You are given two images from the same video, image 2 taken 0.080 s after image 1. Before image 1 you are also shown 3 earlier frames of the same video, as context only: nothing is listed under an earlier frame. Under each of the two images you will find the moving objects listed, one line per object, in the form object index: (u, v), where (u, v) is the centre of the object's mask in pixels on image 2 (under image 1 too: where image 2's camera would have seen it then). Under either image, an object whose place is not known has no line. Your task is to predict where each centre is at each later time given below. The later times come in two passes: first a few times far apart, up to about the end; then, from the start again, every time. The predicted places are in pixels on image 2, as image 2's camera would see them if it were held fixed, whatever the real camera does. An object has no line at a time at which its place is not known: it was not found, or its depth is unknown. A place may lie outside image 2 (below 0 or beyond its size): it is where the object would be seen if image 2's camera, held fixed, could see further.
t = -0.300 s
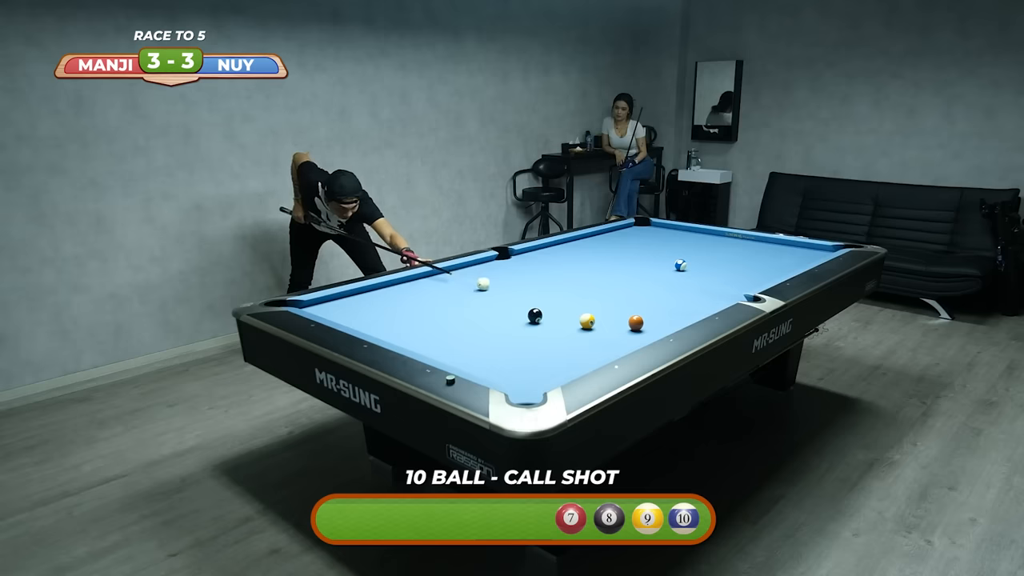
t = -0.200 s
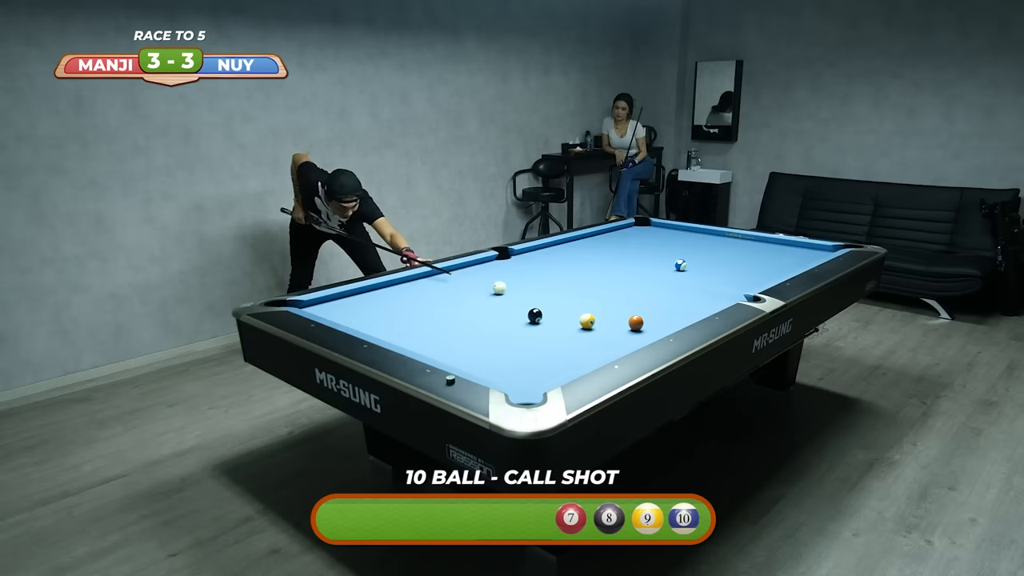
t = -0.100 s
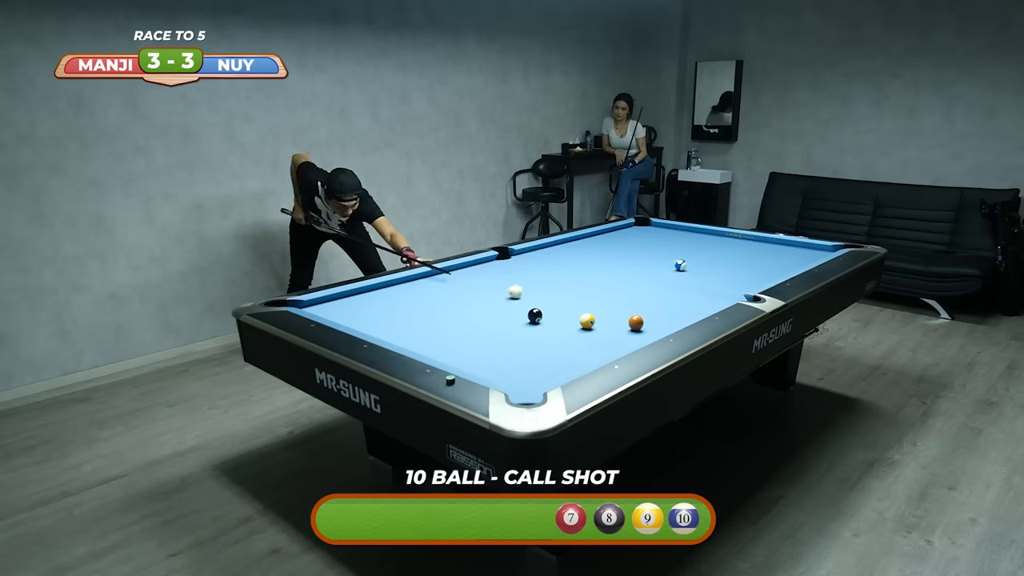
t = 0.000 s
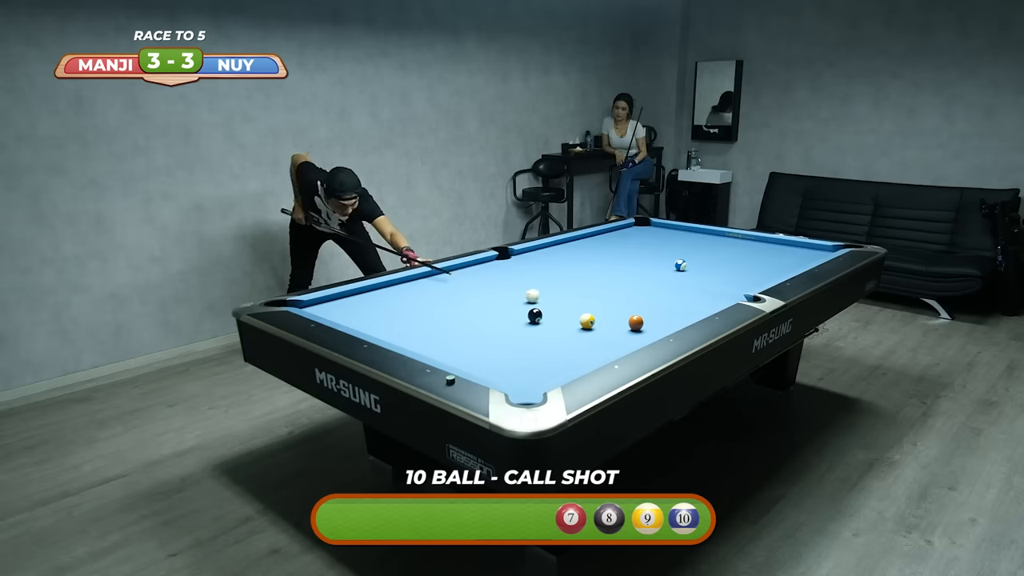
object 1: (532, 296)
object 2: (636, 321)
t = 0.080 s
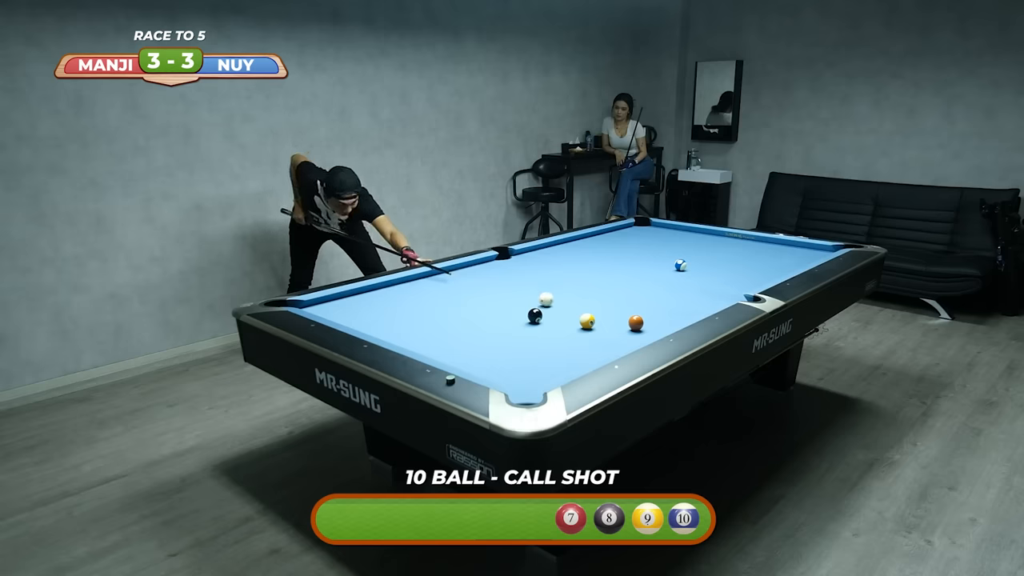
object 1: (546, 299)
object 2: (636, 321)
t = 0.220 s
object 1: (571, 305)
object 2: (636, 321)
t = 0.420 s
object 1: (609, 315)
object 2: (636, 321)
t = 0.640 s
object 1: (634, 319)
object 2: (655, 328)
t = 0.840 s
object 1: (650, 319)
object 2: (643, 328)
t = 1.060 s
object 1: (666, 320)
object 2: (626, 324)
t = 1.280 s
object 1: (677, 319)
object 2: (610, 321)
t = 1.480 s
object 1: (675, 318)
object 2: (601, 320)
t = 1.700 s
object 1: (672, 317)
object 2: (598, 318)
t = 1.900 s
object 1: (670, 315)
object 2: (595, 316)
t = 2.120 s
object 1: (668, 313)
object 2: (593, 315)
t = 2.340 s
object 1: (667, 312)
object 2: (591, 313)
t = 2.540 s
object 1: (666, 312)
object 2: (589, 313)
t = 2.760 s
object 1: (665, 311)
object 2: (588, 312)
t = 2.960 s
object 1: (665, 311)
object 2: (587, 312)
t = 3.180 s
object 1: (665, 311)
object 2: (587, 312)
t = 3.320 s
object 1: (665, 311)
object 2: (587, 312)
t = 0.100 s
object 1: (549, 300)
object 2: (636, 321)
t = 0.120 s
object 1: (553, 301)
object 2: (636, 321)
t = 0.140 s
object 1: (556, 301)
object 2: (636, 321)
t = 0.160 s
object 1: (560, 302)
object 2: (636, 321)
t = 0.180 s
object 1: (564, 303)
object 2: (636, 321)
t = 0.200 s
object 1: (567, 304)
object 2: (636, 321)
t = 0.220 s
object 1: (571, 305)
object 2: (636, 321)
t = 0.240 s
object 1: (575, 306)
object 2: (636, 321)
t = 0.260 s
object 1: (578, 307)
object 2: (636, 321)
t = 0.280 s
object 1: (582, 307)
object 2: (636, 321)
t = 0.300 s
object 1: (586, 308)
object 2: (636, 321)
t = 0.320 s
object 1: (590, 308)
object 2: (636, 321)
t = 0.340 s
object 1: (594, 310)
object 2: (636, 321)
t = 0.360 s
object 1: (598, 311)
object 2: (636, 321)
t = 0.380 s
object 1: (601, 313)
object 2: (636, 321)
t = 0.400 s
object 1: (605, 314)
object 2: (636, 321)
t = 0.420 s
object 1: (609, 315)
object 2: (636, 321)
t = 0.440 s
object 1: (613, 316)
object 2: (636, 321)
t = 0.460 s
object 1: (616, 317)
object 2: (636, 321)
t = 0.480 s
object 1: (620, 318)
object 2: (636, 321)
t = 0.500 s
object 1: (624, 318)
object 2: (636, 321)
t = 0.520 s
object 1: (625, 318)
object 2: (639, 322)
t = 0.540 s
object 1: (627, 319)
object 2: (642, 324)
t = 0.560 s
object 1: (628, 318)
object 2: (645, 325)
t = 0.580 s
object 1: (630, 319)
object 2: (647, 325)
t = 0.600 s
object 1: (631, 319)
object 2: (650, 326)
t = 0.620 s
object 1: (633, 319)
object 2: (653, 327)
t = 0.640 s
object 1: (634, 319)
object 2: (655, 328)
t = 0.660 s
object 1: (636, 319)
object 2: (657, 328)
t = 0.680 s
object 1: (637, 319)
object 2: (656, 328)
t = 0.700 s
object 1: (639, 319)
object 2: (654, 328)
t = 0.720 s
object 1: (641, 319)
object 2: (652, 328)
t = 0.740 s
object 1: (642, 319)
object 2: (651, 328)
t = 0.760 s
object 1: (643, 318)
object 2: (649, 329)
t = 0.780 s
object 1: (644, 317)
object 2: (647, 328)
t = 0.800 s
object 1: (647, 317)
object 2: (646, 329)
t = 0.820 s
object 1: (649, 318)
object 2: (644, 328)
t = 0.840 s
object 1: (650, 319)
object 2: (643, 328)
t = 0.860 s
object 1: (652, 319)
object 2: (641, 328)
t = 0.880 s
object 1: (653, 319)
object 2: (640, 327)
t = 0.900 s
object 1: (654, 320)
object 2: (638, 327)
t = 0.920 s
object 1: (656, 320)
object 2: (636, 327)
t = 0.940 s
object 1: (657, 320)
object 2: (635, 327)
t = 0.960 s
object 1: (659, 320)
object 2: (634, 326)
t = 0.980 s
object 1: (660, 321)
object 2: (632, 326)
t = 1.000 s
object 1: (662, 320)
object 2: (630, 326)
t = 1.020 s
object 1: (663, 321)
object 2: (629, 325)
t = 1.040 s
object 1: (664, 320)
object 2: (627, 325)
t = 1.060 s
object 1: (666, 320)
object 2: (626, 324)
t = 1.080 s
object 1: (667, 320)
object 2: (625, 324)
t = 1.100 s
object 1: (669, 320)
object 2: (623, 324)
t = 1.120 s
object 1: (670, 320)
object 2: (621, 323)
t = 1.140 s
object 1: (671, 320)
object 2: (620, 323)
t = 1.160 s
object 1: (672, 319)
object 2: (618, 323)
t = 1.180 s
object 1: (674, 319)
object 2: (617, 323)
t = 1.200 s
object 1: (675, 319)
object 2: (615, 322)
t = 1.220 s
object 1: (676, 319)
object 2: (614, 322)
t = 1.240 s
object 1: (677, 319)
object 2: (613, 322)
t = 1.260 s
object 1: (677, 319)
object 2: (612, 322)
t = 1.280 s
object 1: (677, 319)
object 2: (610, 321)
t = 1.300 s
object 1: (677, 318)
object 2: (609, 321)
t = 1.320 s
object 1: (677, 318)
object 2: (607, 321)
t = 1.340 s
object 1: (677, 318)
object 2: (606, 321)
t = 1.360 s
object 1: (676, 318)
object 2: (605, 320)
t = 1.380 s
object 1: (676, 318)
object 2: (603, 321)
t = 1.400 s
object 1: (676, 318)
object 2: (602, 321)
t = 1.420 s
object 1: (675, 318)
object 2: (602, 320)
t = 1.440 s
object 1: (675, 318)
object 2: (602, 320)
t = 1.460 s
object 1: (675, 318)
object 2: (601, 320)
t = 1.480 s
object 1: (675, 318)
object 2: (601, 320)
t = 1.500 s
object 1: (674, 318)
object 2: (601, 320)
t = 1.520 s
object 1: (674, 317)
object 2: (601, 320)
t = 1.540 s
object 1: (674, 317)
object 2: (600, 319)
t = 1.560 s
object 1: (674, 317)
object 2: (600, 319)
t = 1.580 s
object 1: (673, 317)
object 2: (600, 319)
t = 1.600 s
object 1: (673, 317)
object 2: (599, 319)
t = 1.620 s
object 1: (673, 317)
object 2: (599, 319)
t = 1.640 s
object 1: (673, 317)
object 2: (599, 319)
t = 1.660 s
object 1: (673, 317)
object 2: (598, 318)
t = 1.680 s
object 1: (673, 317)
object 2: (598, 318)
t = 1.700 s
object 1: (672, 317)
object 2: (598, 318)
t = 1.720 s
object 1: (672, 316)
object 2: (597, 318)
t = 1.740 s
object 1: (672, 316)
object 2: (597, 318)
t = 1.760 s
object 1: (672, 316)
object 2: (597, 317)
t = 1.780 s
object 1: (672, 316)
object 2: (597, 317)
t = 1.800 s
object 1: (671, 316)
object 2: (596, 317)
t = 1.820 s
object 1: (671, 316)
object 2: (596, 317)
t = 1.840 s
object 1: (671, 316)
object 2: (596, 317)
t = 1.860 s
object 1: (671, 315)
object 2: (596, 317)
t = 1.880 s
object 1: (670, 315)
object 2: (595, 316)
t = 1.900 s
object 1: (670, 315)
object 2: (595, 316)
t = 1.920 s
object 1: (670, 315)
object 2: (595, 316)
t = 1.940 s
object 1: (670, 315)
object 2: (595, 316)
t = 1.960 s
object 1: (670, 315)
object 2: (594, 316)
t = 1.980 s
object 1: (669, 315)
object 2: (594, 316)
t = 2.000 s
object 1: (669, 314)
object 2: (594, 316)
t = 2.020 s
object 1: (669, 314)
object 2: (594, 315)
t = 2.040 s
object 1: (669, 314)
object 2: (593, 315)
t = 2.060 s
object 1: (669, 314)
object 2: (593, 315)
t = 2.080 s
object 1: (669, 314)
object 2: (593, 315)
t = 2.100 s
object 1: (668, 314)
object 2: (593, 315)
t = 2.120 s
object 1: (668, 313)
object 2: (593, 315)
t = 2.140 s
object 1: (668, 313)
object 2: (592, 314)
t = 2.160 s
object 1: (668, 313)
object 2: (592, 314)
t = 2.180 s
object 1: (668, 313)
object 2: (592, 314)
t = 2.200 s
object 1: (668, 313)
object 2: (592, 314)
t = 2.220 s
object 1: (668, 313)
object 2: (592, 314)
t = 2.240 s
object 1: (667, 313)
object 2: (591, 314)
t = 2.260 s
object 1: (667, 313)
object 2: (591, 314)
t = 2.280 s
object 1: (667, 313)
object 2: (591, 314)
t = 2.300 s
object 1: (667, 313)
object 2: (591, 314)
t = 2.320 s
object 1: (667, 313)
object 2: (591, 313)
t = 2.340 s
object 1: (667, 312)
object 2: (591, 313)
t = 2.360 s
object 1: (667, 312)
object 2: (591, 313)
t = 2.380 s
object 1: (667, 312)
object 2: (590, 313)
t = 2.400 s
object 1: (666, 312)
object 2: (590, 313)
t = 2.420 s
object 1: (666, 312)
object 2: (590, 313)
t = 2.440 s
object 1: (666, 312)
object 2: (590, 313)
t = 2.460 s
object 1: (666, 312)
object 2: (590, 313)
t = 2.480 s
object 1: (666, 312)
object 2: (589, 313)
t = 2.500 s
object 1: (666, 312)
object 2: (589, 313)
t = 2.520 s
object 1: (666, 312)
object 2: (589, 313)
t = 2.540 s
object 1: (666, 312)
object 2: (589, 313)
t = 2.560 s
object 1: (666, 312)
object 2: (589, 313)
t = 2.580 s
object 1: (666, 312)
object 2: (589, 313)
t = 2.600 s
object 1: (666, 312)
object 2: (589, 313)
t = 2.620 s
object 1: (665, 312)
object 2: (589, 313)
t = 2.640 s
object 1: (665, 312)
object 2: (588, 313)
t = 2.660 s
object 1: (665, 312)
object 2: (588, 313)
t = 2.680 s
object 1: (665, 312)
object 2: (588, 313)
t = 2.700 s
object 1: (665, 311)
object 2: (588, 312)
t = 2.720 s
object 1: (665, 311)
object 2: (588, 312)
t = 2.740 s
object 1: (665, 311)
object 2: (588, 312)
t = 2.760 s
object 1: (665, 311)
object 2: (588, 312)
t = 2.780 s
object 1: (665, 311)
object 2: (588, 312)
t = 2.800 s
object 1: (665, 311)
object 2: (588, 312)
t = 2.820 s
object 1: (665, 311)
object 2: (588, 312)
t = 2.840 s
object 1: (665, 311)
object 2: (587, 312)
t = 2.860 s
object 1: (665, 311)
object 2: (587, 312)
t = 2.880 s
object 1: (665, 311)
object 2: (587, 312)
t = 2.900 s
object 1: (665, 311)
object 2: (587, 312)
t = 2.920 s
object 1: (665, 311)
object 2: (587, 312)
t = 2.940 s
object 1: (665, 311)
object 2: (587, 312)
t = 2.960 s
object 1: (665, 311)
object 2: (587, 312)
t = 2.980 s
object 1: (665, 311)
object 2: (587, 312)
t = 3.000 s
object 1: (665, 311)
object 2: (587, 312)
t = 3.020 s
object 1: (665, 311)
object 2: (587, 312)
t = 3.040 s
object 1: (665, 311)
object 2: (587, 312)
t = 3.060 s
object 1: (665, 311)
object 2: (587, 312)
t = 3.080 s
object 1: (665, 311)
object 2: (587, 312)
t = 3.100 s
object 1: (665, 311)
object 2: (587, 312)
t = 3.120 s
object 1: (665, 311)
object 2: (587, 312)
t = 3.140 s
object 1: (665, 311)
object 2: (587, 312)
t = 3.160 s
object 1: (665, 311)
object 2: (587, 312)
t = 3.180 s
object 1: (665, 311)
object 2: (587, 312)
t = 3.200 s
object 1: (665, 311)
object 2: (587, 312)
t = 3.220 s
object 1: (665, 311)
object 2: (587, 312)
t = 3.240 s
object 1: (665, 311)
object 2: (587, 312)
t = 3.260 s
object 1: (665, 311)
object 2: (587, 312)
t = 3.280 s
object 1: (665, 311)
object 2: (587, 312)
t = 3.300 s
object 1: (665, 311)
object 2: (587, 312)
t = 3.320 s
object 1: (665, 311)
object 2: (587, 312)
